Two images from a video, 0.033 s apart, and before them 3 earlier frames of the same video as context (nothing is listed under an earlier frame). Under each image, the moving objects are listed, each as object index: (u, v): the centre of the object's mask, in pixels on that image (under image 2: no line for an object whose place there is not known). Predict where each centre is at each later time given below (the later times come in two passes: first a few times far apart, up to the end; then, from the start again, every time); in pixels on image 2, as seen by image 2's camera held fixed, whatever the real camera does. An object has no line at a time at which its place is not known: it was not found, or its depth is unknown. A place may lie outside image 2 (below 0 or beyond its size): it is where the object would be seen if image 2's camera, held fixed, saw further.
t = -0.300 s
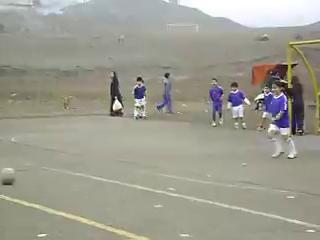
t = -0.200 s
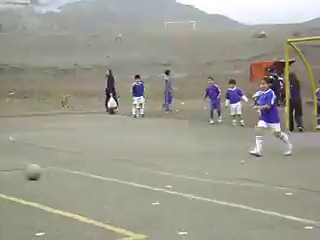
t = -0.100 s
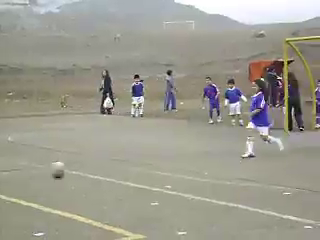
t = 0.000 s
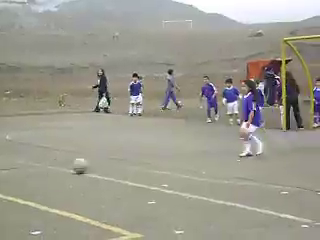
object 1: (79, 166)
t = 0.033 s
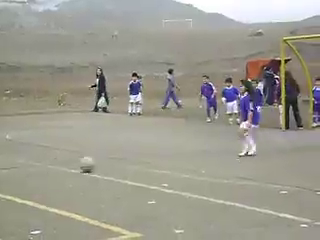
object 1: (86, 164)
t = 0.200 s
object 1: (123, 161)
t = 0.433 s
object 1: (170, 154)
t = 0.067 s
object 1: (94, 164)
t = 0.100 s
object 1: (102, 163)
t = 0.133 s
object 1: (110, 162)
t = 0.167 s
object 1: (116, 162)
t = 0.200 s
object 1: (123, 161)
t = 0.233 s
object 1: (130, 160)
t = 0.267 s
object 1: (138, 159)
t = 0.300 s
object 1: (144, 159)
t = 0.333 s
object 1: (151, 158)
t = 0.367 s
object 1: (157, 158)
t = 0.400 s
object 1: (164, 156)
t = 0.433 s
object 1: (170, 154)
